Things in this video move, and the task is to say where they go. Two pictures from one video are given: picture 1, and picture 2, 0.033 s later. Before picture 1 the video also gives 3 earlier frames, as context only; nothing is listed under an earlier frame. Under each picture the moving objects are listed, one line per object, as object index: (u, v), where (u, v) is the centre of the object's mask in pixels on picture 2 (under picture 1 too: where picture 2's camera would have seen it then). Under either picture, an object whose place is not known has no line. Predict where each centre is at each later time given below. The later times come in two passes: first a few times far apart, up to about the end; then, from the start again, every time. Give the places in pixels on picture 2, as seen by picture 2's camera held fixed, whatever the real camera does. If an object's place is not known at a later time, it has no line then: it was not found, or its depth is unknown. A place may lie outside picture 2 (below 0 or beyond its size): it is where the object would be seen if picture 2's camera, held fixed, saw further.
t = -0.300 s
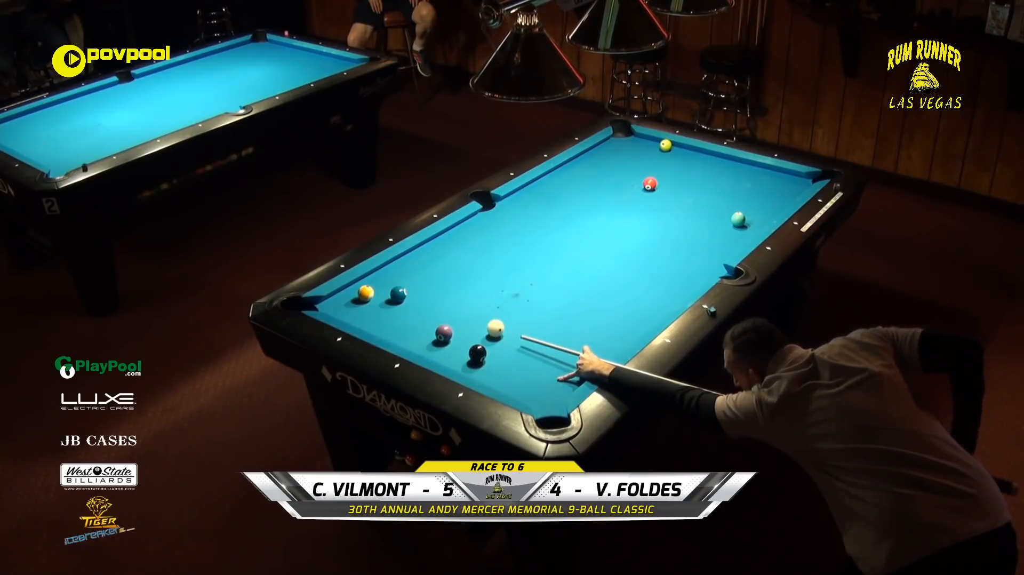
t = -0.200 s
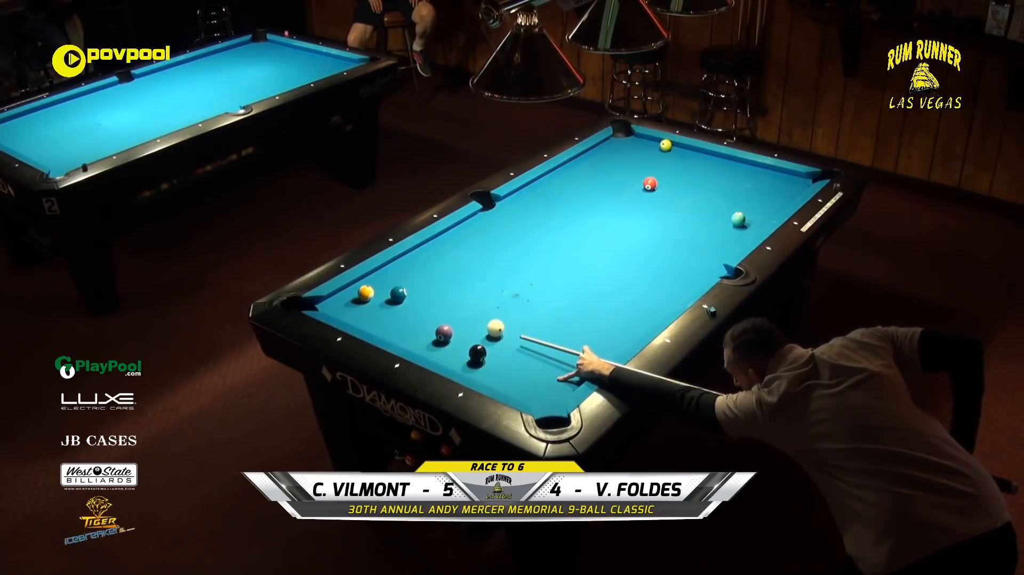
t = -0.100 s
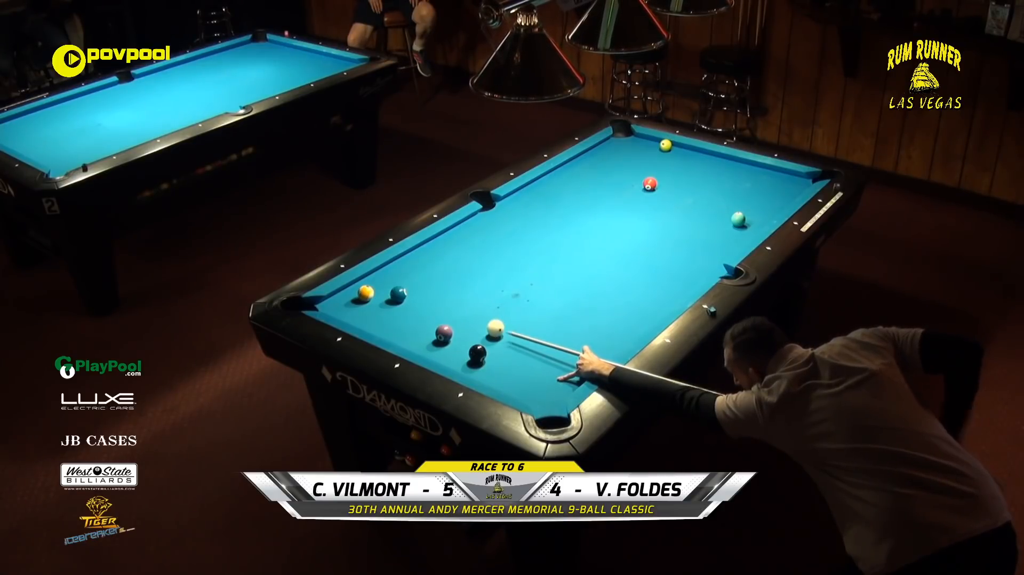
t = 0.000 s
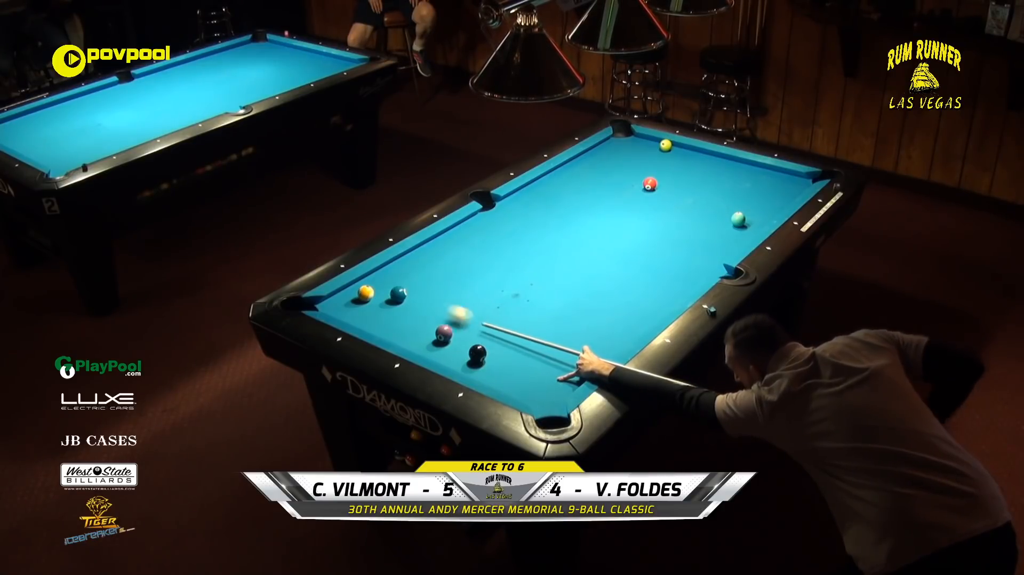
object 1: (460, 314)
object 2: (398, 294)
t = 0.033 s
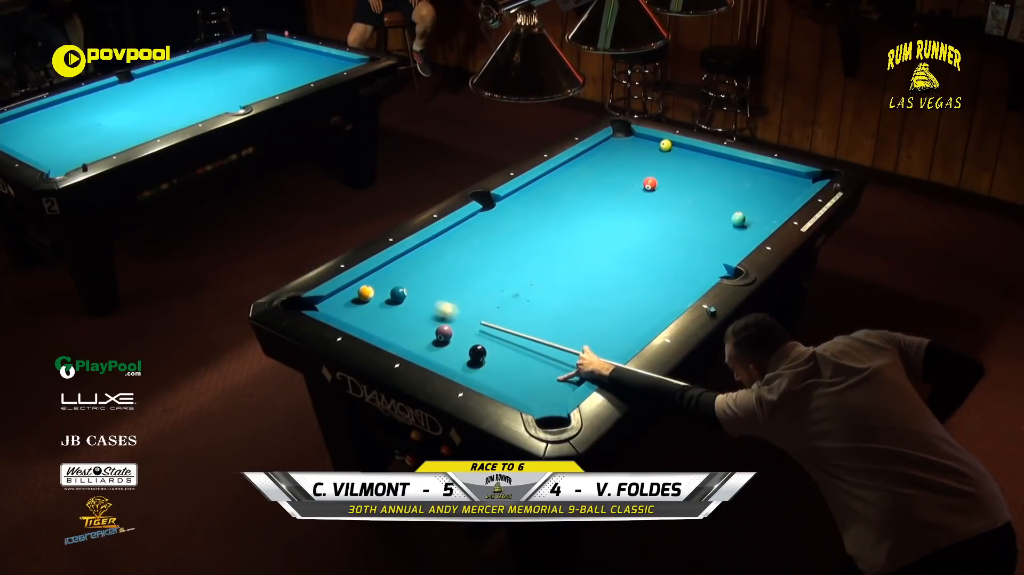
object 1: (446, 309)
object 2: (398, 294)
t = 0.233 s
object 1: (411, 296)
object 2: (375, 285)
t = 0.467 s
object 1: (402, 289)
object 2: (388, 280)
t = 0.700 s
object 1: (400, 291)
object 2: (409, 276)
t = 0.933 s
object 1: (400, 294)
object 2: (426, 269)
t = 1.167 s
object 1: (400, 296)
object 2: (442, 264)
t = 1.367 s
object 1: (400, 298)
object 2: (455, 260)
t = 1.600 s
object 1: (400, 299)
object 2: (467, 255)
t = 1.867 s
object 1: (401, 299)
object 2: (481, 250)
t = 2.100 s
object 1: (401, 299)
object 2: (491, 246)
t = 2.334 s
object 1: (401, 299)
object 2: (500, 243)
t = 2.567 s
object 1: (401, 299)
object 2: (508, 240)
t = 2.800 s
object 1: (401, 299)
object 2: (514, 237)
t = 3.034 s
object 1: (401, 299)
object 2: (520, 235)
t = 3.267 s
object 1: (401, 299)
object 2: (525, 233)
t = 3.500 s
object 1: (401, 299)
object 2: (529, 231)
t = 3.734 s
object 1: (401, 299)
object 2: (532, 230)
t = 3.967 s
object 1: (401, 299)
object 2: (534, 229)
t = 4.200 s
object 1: (401, 299)
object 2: (535, 228)
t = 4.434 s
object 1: (401, 299)
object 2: (535, 228)
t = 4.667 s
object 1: (401, 299)
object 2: (535, 228)
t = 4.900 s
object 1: (401, 299)
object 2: (535, 228)
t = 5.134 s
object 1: (401, 299)
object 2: (535, 228)
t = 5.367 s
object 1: (400, 299)
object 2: (535, 228)
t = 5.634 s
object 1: (400, 299)
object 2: (535, 228)
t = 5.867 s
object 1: (401, 299)
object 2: (535, 228)
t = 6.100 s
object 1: (401, 299)
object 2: (535, 228)
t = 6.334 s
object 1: (400, 299)
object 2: (535, 228)
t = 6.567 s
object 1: (401, 299)
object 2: (535, 228)
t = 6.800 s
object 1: (401, 299)
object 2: (535, 228)
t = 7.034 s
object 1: (401, 299)
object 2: (535, 228)
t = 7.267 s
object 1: (401, 299)
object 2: (535, 228)
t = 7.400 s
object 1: (401, 299)
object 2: (535, 228)
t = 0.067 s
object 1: (434, 305)
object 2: (398, 294)
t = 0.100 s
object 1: (423, 301)
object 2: (398, 294)
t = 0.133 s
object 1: (413, 298)
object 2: (397, 293)
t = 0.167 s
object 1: (412, 297)
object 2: (388, 291)
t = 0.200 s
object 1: (412, 297)
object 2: (378, 288)
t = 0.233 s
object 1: (411, 296)
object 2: (375, 285)
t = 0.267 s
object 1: (409, 294)
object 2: (372, 281)
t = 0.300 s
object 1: (408, 294)
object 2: (369, 278)
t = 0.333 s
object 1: (407, 293)
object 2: (371, 278)
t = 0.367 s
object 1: (406, 292)
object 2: (375, 278)
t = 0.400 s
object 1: (404, 291)
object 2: (379, 279)
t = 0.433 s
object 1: (403, 290)
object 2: (383, 280)
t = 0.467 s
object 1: (402, 289)
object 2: (388, 280)
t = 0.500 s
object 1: (401, 288)
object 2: (390, 280)
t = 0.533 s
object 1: (400, 288)
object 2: (393, 278)
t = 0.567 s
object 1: (400, 289)
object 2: (398, 277)
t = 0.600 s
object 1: (400, 289)
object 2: (401, 277)
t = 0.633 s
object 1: (400, 290)
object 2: (404, 276)
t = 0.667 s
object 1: (400, 290)
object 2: (406, 276)
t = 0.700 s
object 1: (400, 291)
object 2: (409, 276)
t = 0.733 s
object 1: (400, 291)
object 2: (411, 275)
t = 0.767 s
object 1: (400, 292)
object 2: (414, 273)
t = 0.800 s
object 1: (400, 292)
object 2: (417, 272)
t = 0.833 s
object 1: (400, 292)
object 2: (419, 272)
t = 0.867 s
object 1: (400, 293)
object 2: (422, 271)
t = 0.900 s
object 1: (400, 293)
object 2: (424, 270)
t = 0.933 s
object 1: (400, 294)
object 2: (426, 269)
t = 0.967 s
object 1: (400, 294)
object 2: (429, 269)
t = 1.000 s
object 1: (400, 295)
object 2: (431, 268)
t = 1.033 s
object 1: (400, 295)
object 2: (433, 267)
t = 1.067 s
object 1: (400, 295)
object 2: (435, 266)
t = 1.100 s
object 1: (400, 296)
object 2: (438, 265)
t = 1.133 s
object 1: (400, 296)
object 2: (440, 265)
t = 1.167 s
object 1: (400, 296)
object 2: (442, 264)
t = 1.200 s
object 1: (401, 296)
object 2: (444, 263)
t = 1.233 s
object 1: (400, 297)
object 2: (446, 262)
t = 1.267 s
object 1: (400, 297)
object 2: (448, 262)
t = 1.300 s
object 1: (400, 297)
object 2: (450, 261)
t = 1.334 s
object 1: (400, 298)
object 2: (453, 260)
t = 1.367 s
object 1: (400, 298)
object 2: (455, 260)
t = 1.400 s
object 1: (400, 298)
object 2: (457, 259)
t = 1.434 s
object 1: (400, 298)
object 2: (459, 258)
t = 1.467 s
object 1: (400, 298)
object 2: (461, 257)
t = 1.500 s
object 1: (400, 298)
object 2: (463, 257)
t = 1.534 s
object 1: (400, 299)
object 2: (464, 256)
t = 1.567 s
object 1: (400, 299)
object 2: (465, 256)
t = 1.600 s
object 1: (400, 299)
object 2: (467, 255)
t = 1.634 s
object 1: (400, 299)
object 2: (469, 255)
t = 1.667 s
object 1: (400, 299)
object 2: (471, 254)
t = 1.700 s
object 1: (400, 299)
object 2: (472, 253)
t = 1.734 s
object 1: (400, 299)
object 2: (474, 252)
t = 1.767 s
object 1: (400, 299)
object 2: (476, 252)
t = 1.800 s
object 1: (401, 299)
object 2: (478, 251)
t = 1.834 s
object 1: (401, 299)
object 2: (479, 251)
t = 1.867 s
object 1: (401, 299)
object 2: (481, 250)
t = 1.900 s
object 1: (401, 299)
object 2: (482, 250)
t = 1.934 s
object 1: (401, 299)
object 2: (484, 249)
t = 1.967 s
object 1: (401, 299)
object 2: (485, 249)
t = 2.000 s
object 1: (401, 299)
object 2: (487, 248)
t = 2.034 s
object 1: (401, 299)
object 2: (488, 248)
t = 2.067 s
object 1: (401, 299)
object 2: (490, 247)
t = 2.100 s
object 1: (401, 299)
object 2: (491, 246)
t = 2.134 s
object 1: (401, 299)
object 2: (492, 246)
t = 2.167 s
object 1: (401, 299)
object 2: (494, 246)
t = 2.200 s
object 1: (401, 299)
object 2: (495, 245)
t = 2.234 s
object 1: (401, 299)
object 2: (496, 244)
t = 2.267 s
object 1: (401, 299)
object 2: (498, 243)
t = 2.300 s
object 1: (401, 299)
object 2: (499, 244)
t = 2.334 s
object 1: (401, 299)
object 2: (500, 243)
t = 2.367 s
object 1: (401, 299)
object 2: (501, 243)
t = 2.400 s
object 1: (401, 299)
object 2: (502, 242)
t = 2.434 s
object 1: (401, 299)
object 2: (503, 242)
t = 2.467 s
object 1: (401, 299)
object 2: (505, 241)
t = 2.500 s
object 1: (401, 299)
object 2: (506, 241)
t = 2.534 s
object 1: (401, 299)
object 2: (507, 240)
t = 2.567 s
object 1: (401, 299)
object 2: (508, 240)
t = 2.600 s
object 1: (401, 299)
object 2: (509, 240)
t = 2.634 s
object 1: (401, 299)
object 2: (510, 240)
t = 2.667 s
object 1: (401, 299)
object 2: (511, 239)
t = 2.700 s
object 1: (401, 299)
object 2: (512, 238)
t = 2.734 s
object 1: (401, 299)
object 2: (513, 238)
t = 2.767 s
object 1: (401, 299)
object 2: (513, 238)
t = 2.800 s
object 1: (401, 299)
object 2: (514, 237)
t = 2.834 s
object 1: (401, 299)
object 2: (515, 237)
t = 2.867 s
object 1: (401, 299)
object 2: (516, 237)
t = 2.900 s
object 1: (401, 299)
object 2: (517, 236)
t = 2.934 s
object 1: (401, 299)
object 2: (518, 236)
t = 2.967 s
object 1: (401, 299)
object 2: (519, 236)
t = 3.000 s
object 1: (401, 299)
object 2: (520, 235)
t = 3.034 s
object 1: (401, 299)
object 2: (520, 235)
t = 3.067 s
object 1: (401, 299)
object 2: (521, 235)
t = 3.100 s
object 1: (401, 299)
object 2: (522, 234)
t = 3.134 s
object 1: (401, 299)
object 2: (523, 234)
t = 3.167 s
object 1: (401, 299)
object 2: (523, 234)
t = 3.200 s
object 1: (401, 299)
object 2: (524, 233)
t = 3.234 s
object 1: (401, 299)
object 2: (525, 233)
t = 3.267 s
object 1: (401, 299)
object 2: (525, 233)
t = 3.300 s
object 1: (401, 299)
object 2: (526, 233)
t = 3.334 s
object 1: (401, 299)
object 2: (526, 233)
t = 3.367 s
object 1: (401, 299)
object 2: (527, 232)
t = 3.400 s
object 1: (401, 299)
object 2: (527, 232)
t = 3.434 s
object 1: (401, 299)
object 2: (528, 232)
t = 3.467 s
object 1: (401, 299)
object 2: (528, 232)
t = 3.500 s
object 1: (401, 299)
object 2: (529, 231)
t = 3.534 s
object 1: (401, 299)
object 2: (530, 231)
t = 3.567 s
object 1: (401, 299)
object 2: (530, 231)
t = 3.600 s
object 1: (401, 299)
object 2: (530, 231)
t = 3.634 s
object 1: (401, 299)
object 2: (531, 230)
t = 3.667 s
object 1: (401, 299)
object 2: (531, 230)
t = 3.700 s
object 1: (401, 299)
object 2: (532, 230)
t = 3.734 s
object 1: (401, 299)
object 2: (532, 230)
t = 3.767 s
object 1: (401, 299)
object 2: (533, 230)
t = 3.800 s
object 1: (401, 299)
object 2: (533, 229)
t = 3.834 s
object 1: (401, 299)
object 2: (533, 229)
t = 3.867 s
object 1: (401, 299)
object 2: (534, 229)
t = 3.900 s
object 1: (401, 299)
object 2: (534, 229)
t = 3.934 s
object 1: (401, 299)
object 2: (534, 229)
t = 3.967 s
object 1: (401, 299)
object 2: (534, 229)
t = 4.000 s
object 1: (401, 299)
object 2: (534, 229)
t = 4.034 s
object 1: (401, 299)
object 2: (535, 229)
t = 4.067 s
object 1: (401, 299)
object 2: (535, 229)
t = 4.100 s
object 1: (401, 299)
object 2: (535, 229)
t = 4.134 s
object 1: (401, 299)
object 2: (535, 229)
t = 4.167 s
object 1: (401, 299)
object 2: (535, 228)
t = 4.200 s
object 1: (401, 299)
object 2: (535, 228)
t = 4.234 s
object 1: (401, 299)
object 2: (535, 229)
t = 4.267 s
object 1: (401, 299)
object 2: (535, 229)
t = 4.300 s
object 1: (401, 299)
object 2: (535, 229)
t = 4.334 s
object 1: (401, 299)
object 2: (535, 228)
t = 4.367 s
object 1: (401, 299)
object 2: (535, 228)
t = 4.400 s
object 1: (401, 299)
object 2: (535, 228)
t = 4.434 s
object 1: (401, 299)
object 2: (535, 228)
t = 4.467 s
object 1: (401, 299)
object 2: (535, 228)
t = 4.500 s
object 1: (401, 299)
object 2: (535, 228)
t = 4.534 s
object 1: (401, 299)
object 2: (535, 228)
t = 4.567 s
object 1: (401, 299)
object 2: (535, 228)
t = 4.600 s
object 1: (401, 299)
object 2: (535, 228)
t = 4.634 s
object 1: (401, 299)
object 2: (535, 228)
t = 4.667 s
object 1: (401, 299)
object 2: (535, 228)
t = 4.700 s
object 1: (401, 299)
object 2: (535, 228)
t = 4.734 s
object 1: (401, 299)
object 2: (535, 228)
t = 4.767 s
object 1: (401, 299)
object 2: (535, 228)
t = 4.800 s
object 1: (401, 299)
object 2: (535, 228)
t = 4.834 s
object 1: (401, 299)
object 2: (535, 228)
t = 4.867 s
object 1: (401, 299)
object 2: (535, 228)
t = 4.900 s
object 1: (401, 299)
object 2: (535, 228)
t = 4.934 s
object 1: (401, 299)
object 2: (535, 228)
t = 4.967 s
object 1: (401, 299)
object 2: (535, 228)
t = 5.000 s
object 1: (401, 299)
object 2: (535, 228)
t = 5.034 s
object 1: (401, 299)
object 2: (535, 228)
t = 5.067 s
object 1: (401, 299)
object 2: (535, 228)
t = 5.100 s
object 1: (401, 299)
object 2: (535, 228)
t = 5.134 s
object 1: (401, 299)
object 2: (535, 228)
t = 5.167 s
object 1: (401, 299)
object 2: (535, 228)
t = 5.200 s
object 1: (401, 299)
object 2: (535, 228)
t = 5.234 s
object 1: (401, 299)
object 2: (535, 228)
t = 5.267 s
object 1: (400, 299)
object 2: (535, 228)
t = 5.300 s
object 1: (401, 299)
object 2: (535, 228)
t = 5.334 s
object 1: (401, 299)
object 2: (535, 228)
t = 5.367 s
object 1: (400, 299)
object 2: (535, 228)
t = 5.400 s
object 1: (400, 299)
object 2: (535, 228)
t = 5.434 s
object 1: (401, 299)
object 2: (535, 228)
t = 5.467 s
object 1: (401, 299)
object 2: (535, 228)
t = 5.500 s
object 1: (400, 299)
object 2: (535, 228)
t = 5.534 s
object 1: (401, 299)
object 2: (535, 228)
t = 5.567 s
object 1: (401, 299)
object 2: (535, 228)
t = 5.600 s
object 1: (401, 299)
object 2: (535, 228)
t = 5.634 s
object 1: (400, 299)
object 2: (535, 228)
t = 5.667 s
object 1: (401, 299)
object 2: (535, 228)
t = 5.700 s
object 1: (401, 299)
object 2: (535, 229)
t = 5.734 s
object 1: (400, 299)
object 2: (535, 229)
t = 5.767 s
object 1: (401, 299)
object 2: (535, 229)
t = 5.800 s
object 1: (401, 299)
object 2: (535, 228)
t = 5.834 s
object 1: (401, 299)
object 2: (535, 228)
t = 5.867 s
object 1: (401, 299)
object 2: (535, 228)
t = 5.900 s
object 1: (400, 299)
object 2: (535, 228)
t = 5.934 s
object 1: (401, 299)
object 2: (535, 228)
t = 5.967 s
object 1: (401, 299)
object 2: (535, 228)
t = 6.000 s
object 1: (401, 299)
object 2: (535, 228)
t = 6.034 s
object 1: (401, 299)
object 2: (535, 228)
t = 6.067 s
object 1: (401, 299)
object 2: (535, 228)
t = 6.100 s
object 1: (401, 299)
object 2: (535, 228)
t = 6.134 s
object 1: (401, 299)
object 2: (535, 228)
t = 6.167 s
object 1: (401, 299)
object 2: (535, 228)
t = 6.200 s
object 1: (401, 299)
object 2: (535, 228)
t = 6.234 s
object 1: (401, 299)
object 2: (535, 228)
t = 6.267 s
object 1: (401, 299)
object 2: (535, 228)
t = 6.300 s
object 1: (401, 299)
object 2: (535, 228)
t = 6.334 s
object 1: (400, 299)
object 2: (535, 228)
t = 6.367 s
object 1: (400, 299)
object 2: (535, 228)
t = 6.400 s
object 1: (400, 299)
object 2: (535, 228)
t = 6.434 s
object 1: (401, 299)
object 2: (535, 228)
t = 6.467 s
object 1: (401, 299)
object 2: (535, 228)
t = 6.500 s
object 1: (401, 299)
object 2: (535, 228)
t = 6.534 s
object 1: (401, 299)
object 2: (535, 228)
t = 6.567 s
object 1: (401, 299)
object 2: (535, 228)
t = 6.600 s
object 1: (400, 299)
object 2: (535, 228)
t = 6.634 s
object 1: (401, 299)
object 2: (535, 228)
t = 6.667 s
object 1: (401, 299)
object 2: (535, 228)
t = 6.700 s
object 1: (400, 299)
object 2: (535, 228)
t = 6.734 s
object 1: (400, 299)
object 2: (535, 228)
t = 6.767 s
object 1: (401, 299)
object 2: (535, 228)
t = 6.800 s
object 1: (401, 299)
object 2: (535, 228)
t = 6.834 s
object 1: (401, 299)
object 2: (535, 228)
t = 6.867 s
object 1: (401, 299)
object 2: (535, 228)
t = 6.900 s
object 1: (401, 299)
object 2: (535, 228)
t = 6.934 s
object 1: (401, 299)
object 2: (535, 228)
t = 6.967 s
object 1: (401, 299)
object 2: (535, 228)
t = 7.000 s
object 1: (401, 299)
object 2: (535, 228)
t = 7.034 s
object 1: (401, 299)
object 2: (535, 228)
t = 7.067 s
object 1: (401, 299)
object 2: (535, 228)
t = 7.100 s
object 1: (401, 299)
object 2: (535, 228)
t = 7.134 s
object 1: (401, 299)
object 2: (535, 228)
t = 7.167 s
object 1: (401, 299)
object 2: (535, 228)
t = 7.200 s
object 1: (401, 299)
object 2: (535, 228)
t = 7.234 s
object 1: (401, 299)
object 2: (535, 228)
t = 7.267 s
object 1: (401, 299)
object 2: (535, 228)
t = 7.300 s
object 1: (401, 299)
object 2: (535, 228)
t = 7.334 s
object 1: (401, 299)
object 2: (535, 228)
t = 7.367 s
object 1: (401, 299)
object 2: (535, 228)
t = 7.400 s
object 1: (401, 299)
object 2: (535, 228)
